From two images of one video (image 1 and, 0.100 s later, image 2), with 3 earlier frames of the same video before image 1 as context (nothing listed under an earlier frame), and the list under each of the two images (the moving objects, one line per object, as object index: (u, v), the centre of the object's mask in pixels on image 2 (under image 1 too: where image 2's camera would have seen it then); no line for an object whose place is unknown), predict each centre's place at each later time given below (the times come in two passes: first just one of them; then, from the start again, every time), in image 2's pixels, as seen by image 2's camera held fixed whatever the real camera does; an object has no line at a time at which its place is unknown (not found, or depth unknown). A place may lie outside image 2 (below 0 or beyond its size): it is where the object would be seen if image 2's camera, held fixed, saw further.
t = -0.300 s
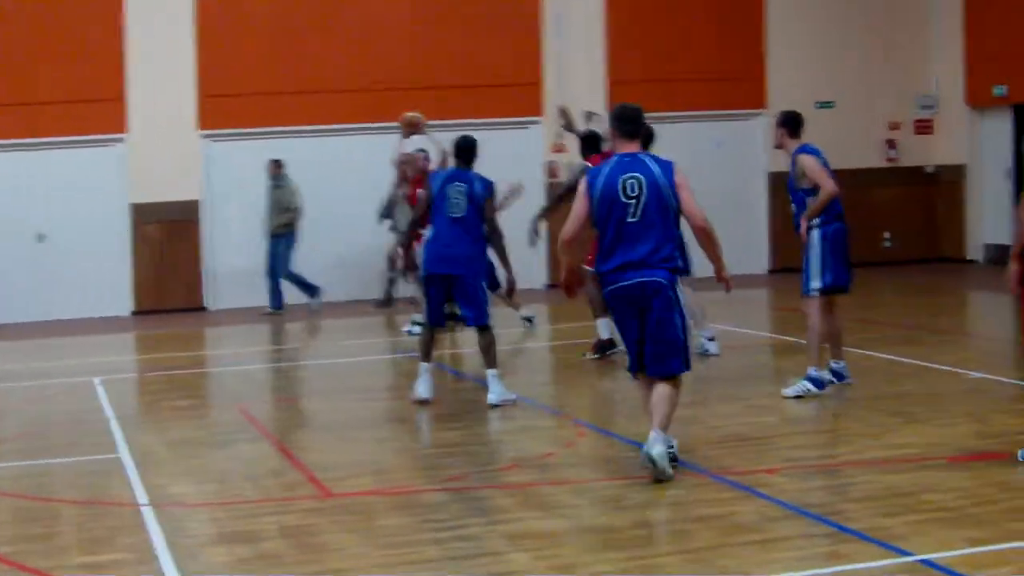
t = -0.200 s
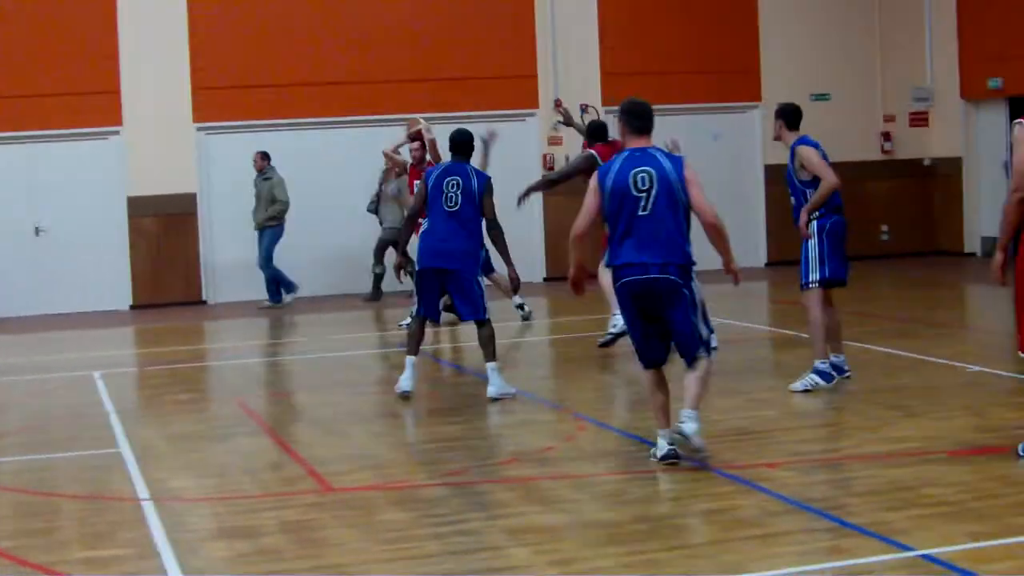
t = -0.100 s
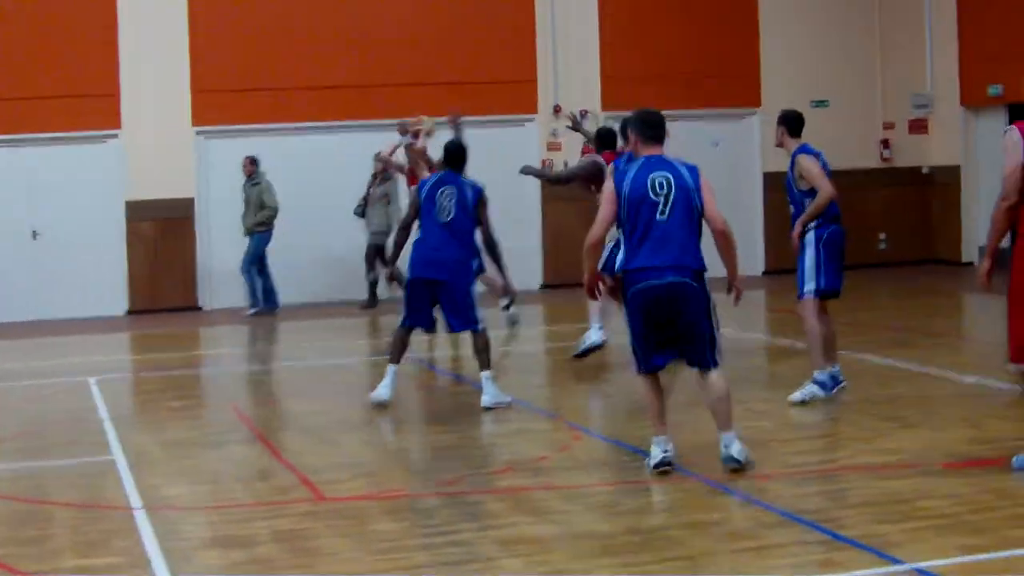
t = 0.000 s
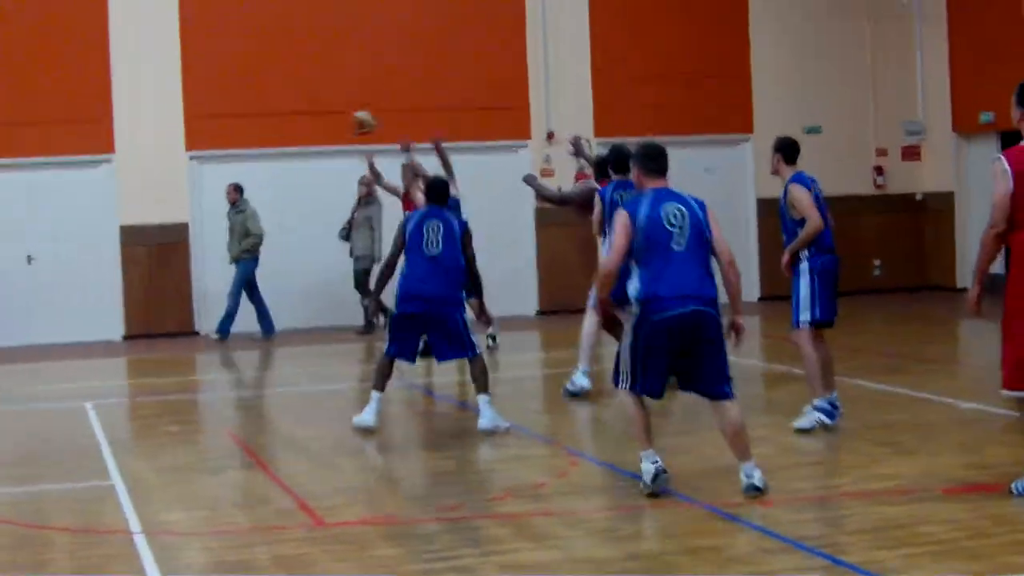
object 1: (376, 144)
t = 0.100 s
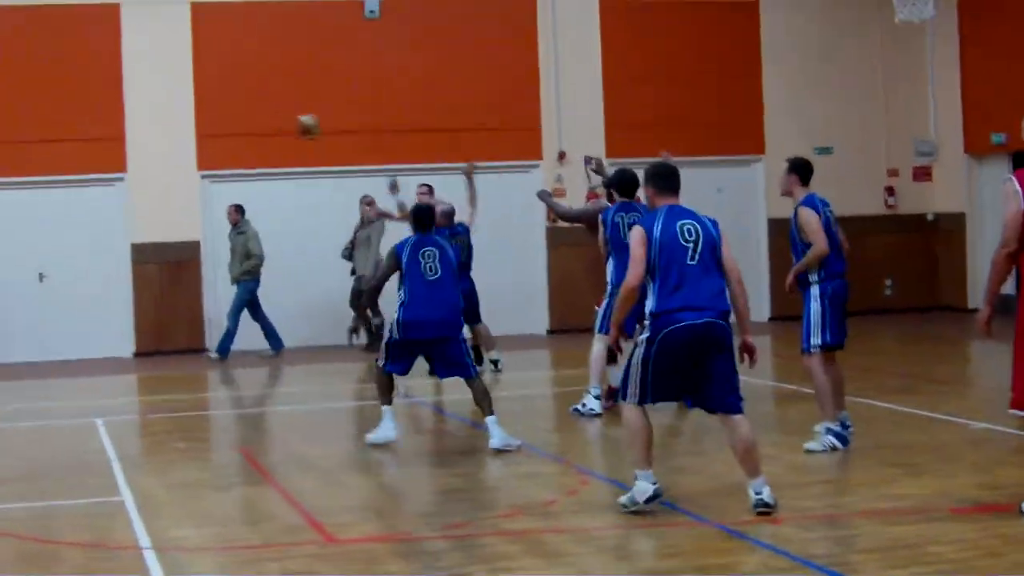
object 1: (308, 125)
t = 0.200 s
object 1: (236, 121)
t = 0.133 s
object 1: (285, 123)
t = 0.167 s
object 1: (260, 120)
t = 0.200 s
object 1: (236, 121)
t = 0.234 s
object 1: (213, 122)
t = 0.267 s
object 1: (186, 126)
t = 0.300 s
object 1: (161, 132)
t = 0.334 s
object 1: (137, 136)
